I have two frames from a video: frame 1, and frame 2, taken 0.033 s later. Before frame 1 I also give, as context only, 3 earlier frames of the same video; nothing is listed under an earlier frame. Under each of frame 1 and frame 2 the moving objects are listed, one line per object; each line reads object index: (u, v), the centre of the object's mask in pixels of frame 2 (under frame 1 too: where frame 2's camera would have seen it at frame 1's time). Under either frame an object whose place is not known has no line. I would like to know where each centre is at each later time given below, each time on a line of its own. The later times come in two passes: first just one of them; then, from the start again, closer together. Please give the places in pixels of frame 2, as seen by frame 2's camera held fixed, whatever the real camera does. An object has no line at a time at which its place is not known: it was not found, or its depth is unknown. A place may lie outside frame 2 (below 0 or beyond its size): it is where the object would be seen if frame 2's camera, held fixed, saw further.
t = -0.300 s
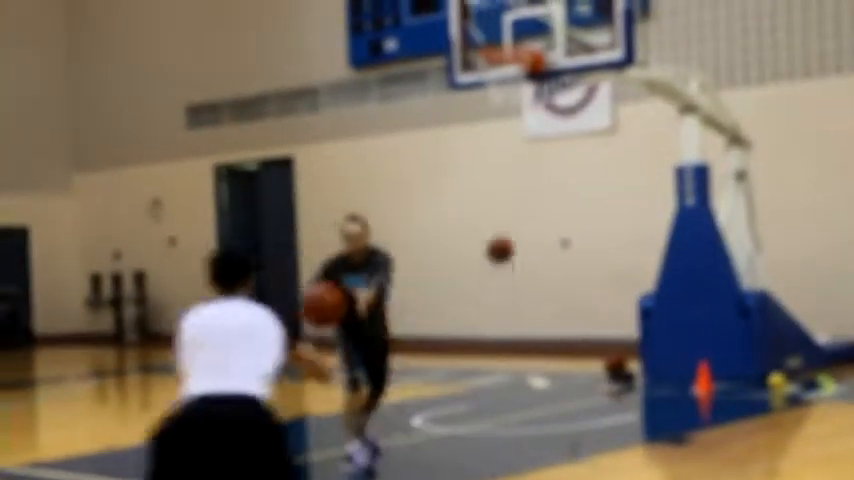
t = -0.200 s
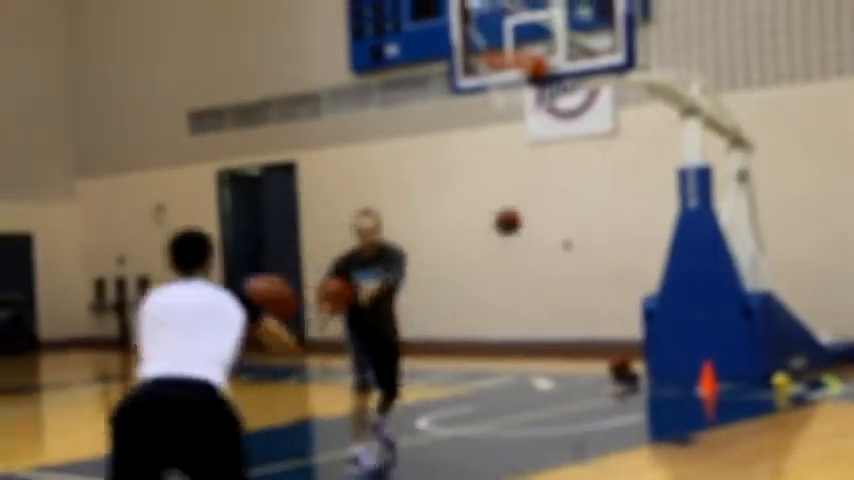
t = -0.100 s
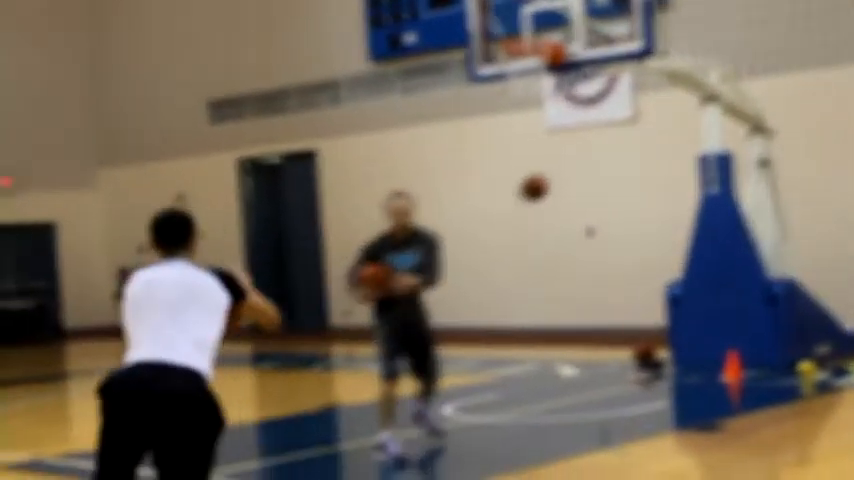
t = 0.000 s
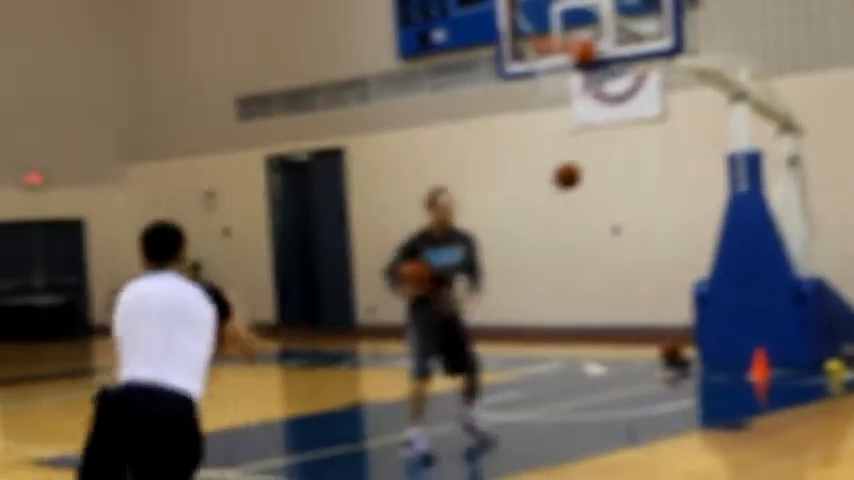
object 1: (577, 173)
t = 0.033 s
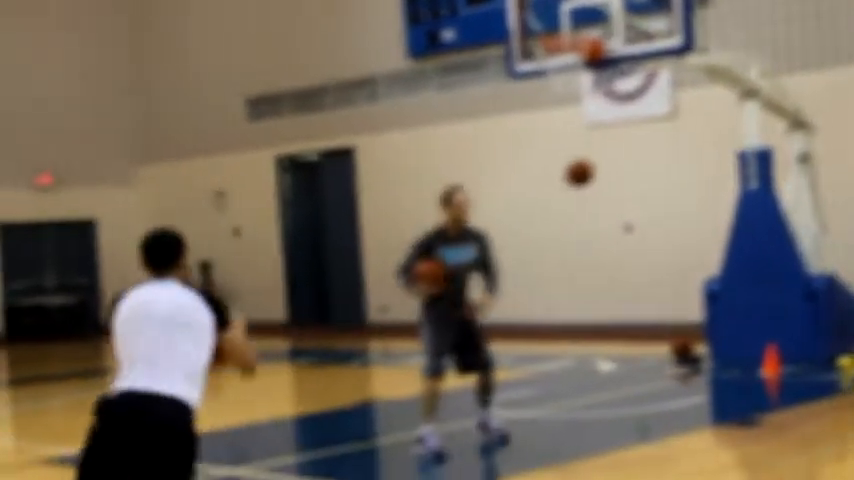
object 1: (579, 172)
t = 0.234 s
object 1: (594, 194)
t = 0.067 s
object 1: (582, 172)
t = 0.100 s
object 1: (585, 174)
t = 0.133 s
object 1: (587, 176)
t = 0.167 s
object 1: (591, 181)
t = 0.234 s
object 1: (594, 194)
